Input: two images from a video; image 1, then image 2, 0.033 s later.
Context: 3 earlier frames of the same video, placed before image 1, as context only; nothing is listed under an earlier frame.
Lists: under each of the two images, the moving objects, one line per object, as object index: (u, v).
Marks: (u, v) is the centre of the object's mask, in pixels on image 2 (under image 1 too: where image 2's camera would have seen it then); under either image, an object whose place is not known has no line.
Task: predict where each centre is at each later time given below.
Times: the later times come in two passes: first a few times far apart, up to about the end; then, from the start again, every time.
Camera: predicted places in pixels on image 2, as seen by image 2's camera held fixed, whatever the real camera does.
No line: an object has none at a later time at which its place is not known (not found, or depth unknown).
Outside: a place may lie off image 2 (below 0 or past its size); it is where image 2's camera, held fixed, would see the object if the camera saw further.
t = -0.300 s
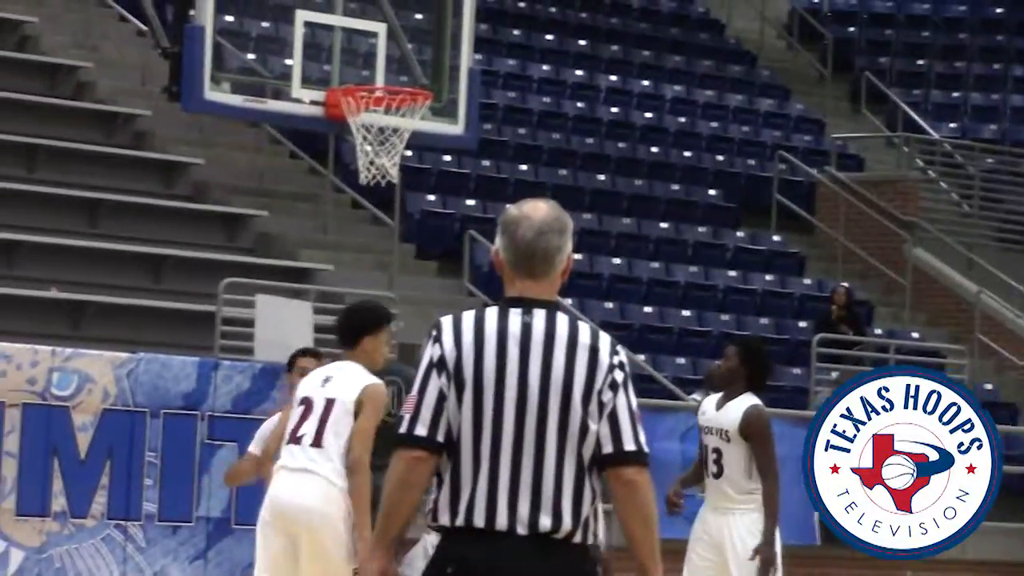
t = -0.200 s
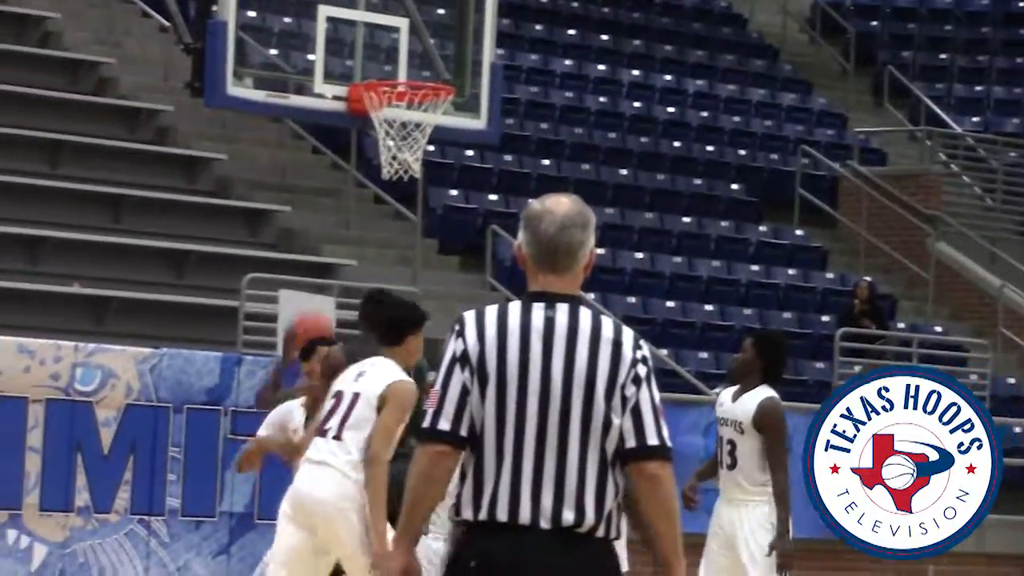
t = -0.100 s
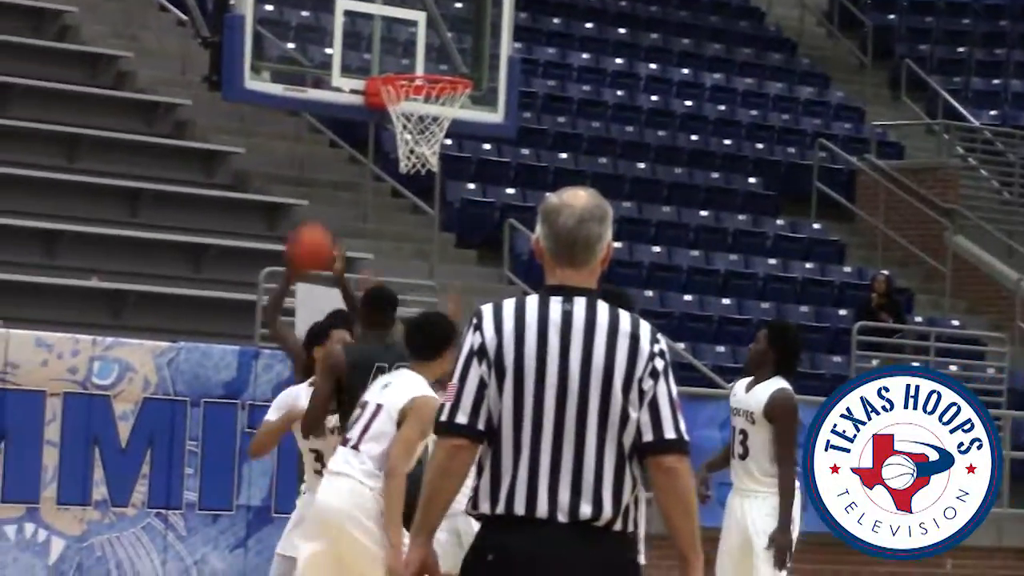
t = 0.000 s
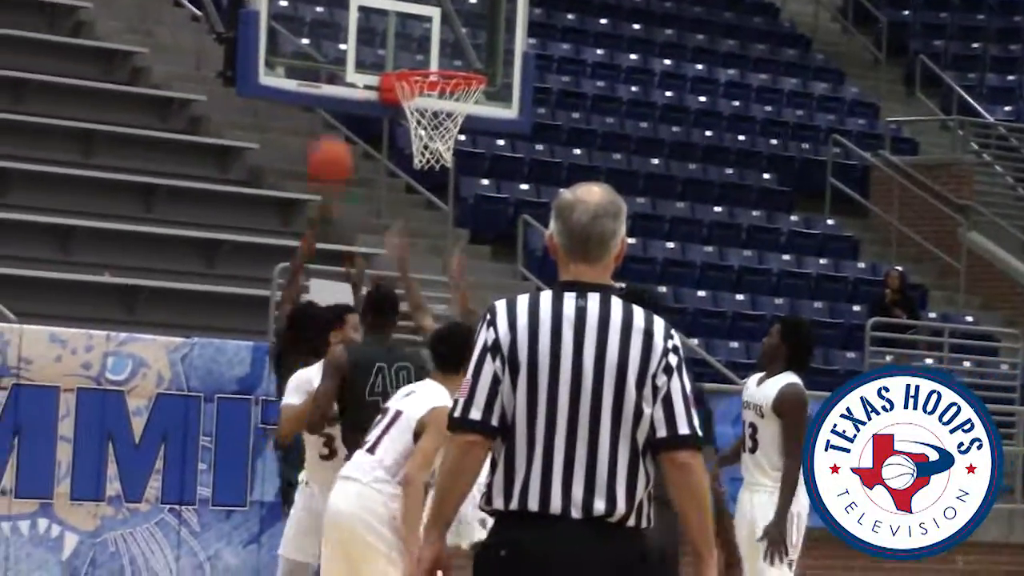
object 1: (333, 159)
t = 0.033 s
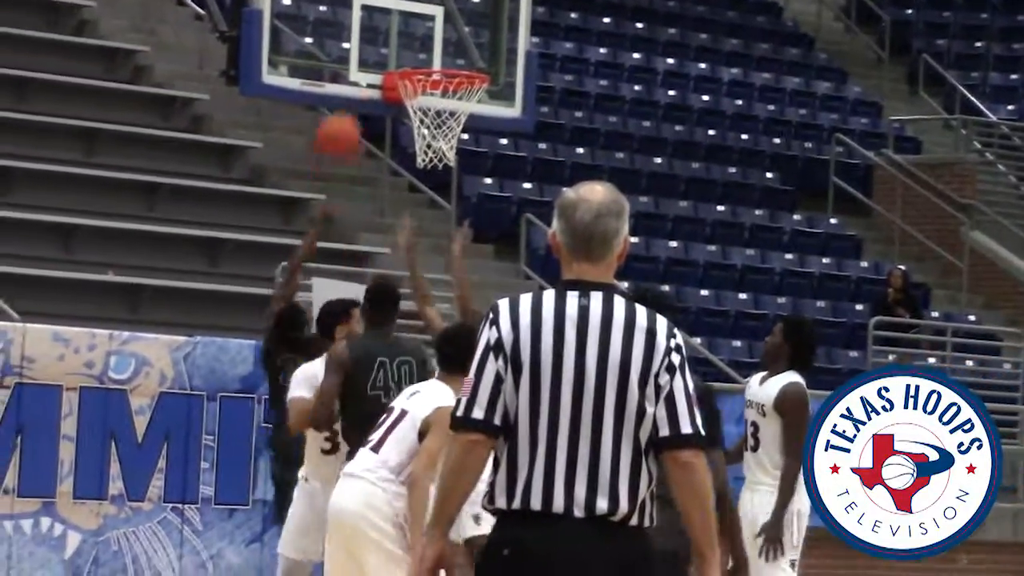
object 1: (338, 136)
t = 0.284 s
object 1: (375, 27)
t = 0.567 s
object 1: (407, 39)
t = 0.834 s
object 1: (417, 42)
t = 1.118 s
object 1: (446, 52)
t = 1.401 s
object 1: (466, 62)
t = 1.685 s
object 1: (440, 162)
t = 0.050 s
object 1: (341, 124)
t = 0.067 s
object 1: (344, 118)
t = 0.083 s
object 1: (346, 106)
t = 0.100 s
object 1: (349, 99)
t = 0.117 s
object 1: (350, 86)
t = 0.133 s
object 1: (354, 79)
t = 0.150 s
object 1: (356, 69)
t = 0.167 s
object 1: (358, 63)
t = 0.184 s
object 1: (361, 56)
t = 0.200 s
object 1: (363, 50)
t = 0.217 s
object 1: (366, 45)
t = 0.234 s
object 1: (368, 40)
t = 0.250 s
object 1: (370, 34)
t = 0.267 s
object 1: (372, 30)
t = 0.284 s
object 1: (375, 27)
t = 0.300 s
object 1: (377, 26)
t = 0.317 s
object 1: (378, 25)
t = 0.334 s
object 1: (380, 25)
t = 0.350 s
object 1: (383, 24)
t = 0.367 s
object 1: (386, 22)
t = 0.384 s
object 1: (387, 22)
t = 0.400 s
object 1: (387, 23)
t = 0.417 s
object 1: (387, 23)
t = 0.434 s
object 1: (388, 23)
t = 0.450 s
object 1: (391, 23)
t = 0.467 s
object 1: (393, 24)
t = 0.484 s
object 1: (396, 26)
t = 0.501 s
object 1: (398, 28)
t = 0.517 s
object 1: (401, 29)
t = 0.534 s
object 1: (404, 32)
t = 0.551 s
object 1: (405, 34)
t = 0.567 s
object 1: (407, 39)
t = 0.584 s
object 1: (408, 40)
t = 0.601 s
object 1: (410, 42)
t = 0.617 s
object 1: (411, 47)
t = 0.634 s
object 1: (413, 51)
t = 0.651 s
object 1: (413, 51)
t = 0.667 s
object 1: (414, 48)
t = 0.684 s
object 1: (415, 46)
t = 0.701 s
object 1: (415, 44)
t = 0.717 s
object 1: (416, 41)
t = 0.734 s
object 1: (416, 41)
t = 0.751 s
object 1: (416, 40)
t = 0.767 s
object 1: (416, 40)
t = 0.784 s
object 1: (416, 40)
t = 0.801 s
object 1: (417, 40)
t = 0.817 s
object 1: (417, 41)
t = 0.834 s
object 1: (417, 42)
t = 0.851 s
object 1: (417, 44)
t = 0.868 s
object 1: (418, 46)
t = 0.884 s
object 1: (418, 48)
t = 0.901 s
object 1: (418, 50)
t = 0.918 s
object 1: (418, 50)
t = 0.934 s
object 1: (420, 48)
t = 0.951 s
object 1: (423, 47)
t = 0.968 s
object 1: (428, 46)
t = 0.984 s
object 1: (430, 45)
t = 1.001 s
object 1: (432, 45)
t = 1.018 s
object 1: (436, 46)
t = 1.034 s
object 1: (436, 46)
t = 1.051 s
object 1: (438, 48)
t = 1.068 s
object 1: (439, 47)
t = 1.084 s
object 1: (443, 49)
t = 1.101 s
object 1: (445, 52)
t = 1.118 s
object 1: (446, 52)
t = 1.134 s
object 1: (448, 51)
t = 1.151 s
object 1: (449, 52)
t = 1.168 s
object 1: (453, 52)
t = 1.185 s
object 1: (455, 52)
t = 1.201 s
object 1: (458, 53)
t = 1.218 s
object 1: (460, 54)
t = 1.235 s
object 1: (461, 55)
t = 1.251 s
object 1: (461, 54)
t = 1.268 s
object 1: (462, 55)
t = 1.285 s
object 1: (463, 55)
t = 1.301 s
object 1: (463, 56)
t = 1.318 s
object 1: (464, 57)
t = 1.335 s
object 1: (465, 58)
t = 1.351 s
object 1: (465, 59)
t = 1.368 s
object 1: (467, 60)
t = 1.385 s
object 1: (467, 61)
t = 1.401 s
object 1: (466, 62)
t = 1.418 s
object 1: (465, 63)
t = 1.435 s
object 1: (466, 64)
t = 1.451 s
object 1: (466, 66)
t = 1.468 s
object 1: (463, 80)
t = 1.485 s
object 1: (461, 86)
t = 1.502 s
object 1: (460, 88)
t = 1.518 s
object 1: (458, 93)
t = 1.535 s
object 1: (454, 96)
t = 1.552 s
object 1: (452, 100)
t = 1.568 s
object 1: (450, 103)
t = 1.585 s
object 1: (450, 111)
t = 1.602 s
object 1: (446, 112)
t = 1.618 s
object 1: (446, 114)
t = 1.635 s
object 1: (441, 130)
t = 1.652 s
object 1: (440, 137)
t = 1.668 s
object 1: (442, 145)
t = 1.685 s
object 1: (440, 162)
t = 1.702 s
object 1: (438, 165)
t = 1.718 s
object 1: (434, 169)
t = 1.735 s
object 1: (431, 170)
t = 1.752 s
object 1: (430, 176)
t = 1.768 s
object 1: (428, 184)
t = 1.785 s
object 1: (426, 194)
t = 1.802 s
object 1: (422, 201)
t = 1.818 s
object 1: (419, 211)
